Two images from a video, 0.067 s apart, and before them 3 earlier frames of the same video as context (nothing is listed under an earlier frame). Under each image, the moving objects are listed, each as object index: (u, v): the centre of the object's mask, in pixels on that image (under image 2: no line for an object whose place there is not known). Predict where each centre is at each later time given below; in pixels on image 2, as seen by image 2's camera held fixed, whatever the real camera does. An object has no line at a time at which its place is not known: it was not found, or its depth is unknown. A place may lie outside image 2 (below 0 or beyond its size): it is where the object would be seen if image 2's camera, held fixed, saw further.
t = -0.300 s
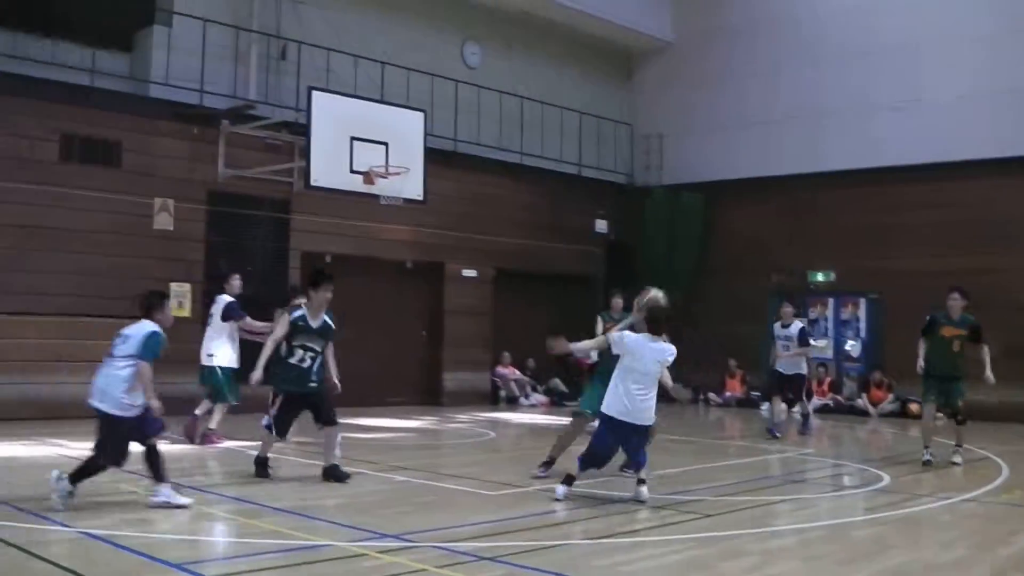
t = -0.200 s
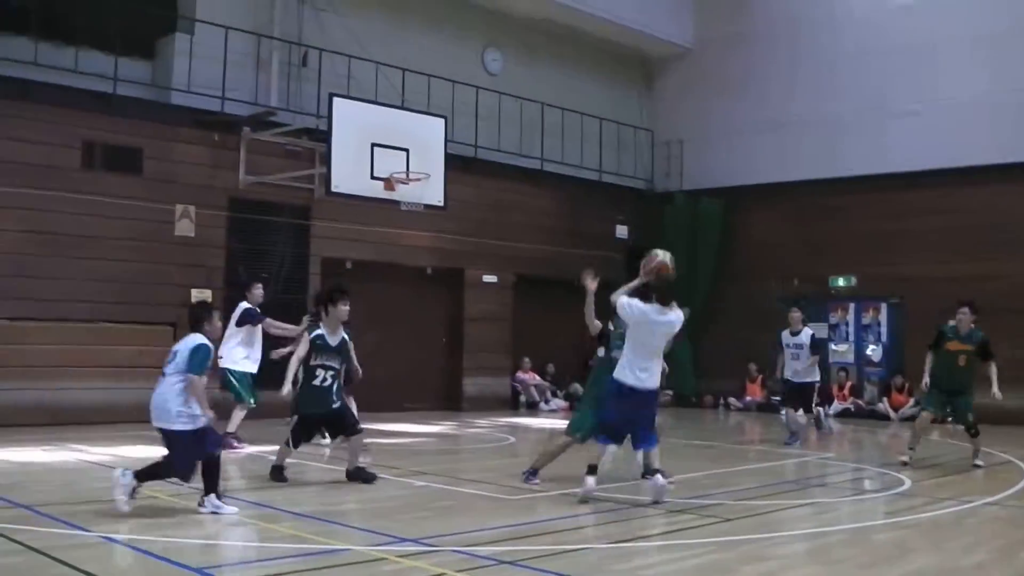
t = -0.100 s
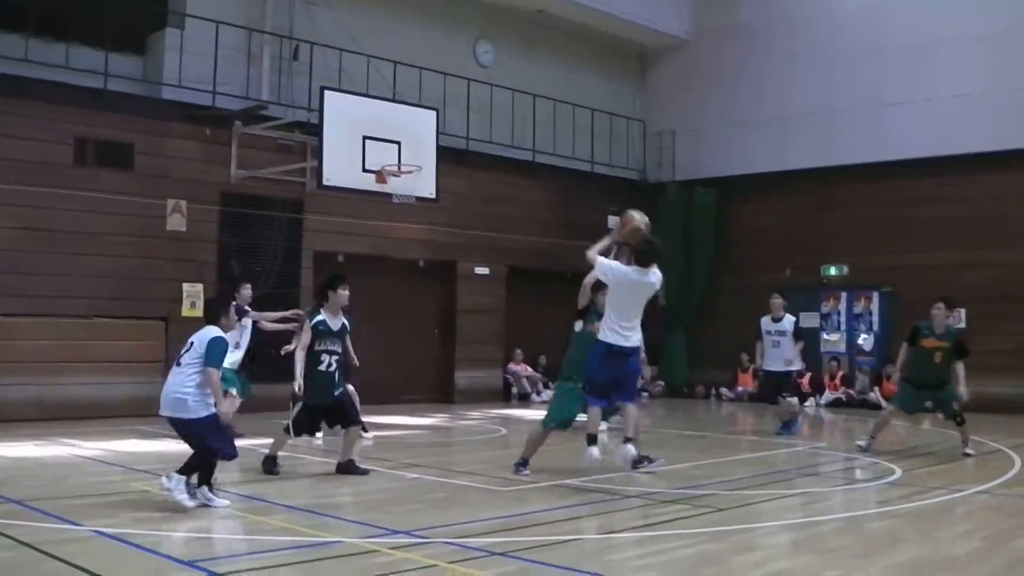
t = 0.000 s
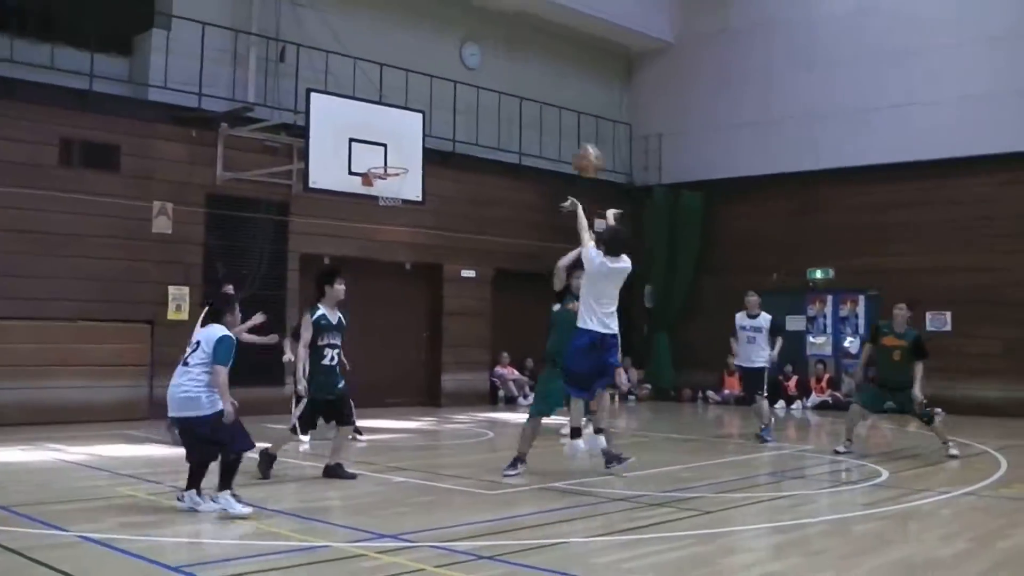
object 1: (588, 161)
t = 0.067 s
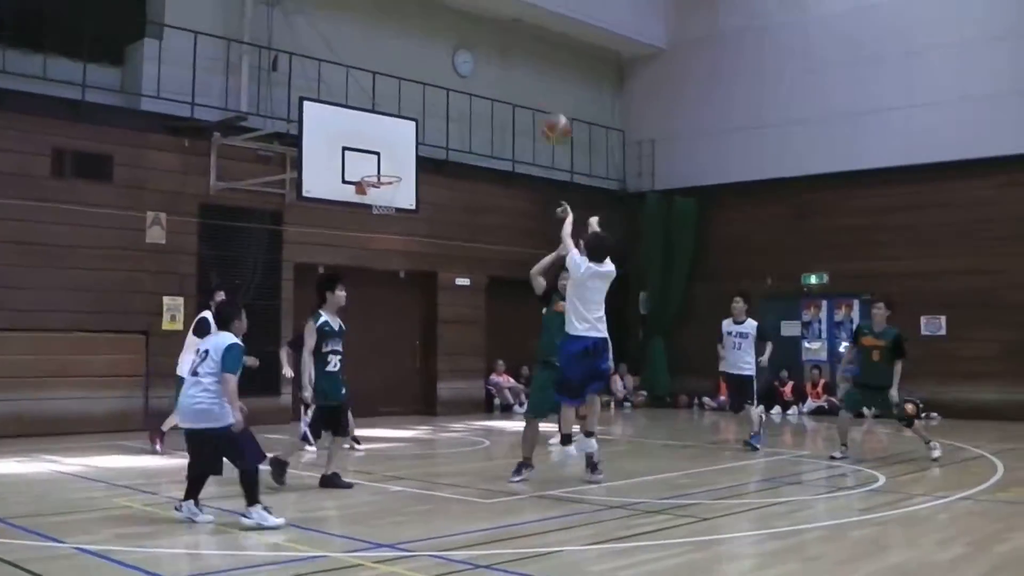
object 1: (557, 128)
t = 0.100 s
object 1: (546, 114)
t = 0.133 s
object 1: (536, 101)
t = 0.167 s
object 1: (525, 89)
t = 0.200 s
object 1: (515, 80)
